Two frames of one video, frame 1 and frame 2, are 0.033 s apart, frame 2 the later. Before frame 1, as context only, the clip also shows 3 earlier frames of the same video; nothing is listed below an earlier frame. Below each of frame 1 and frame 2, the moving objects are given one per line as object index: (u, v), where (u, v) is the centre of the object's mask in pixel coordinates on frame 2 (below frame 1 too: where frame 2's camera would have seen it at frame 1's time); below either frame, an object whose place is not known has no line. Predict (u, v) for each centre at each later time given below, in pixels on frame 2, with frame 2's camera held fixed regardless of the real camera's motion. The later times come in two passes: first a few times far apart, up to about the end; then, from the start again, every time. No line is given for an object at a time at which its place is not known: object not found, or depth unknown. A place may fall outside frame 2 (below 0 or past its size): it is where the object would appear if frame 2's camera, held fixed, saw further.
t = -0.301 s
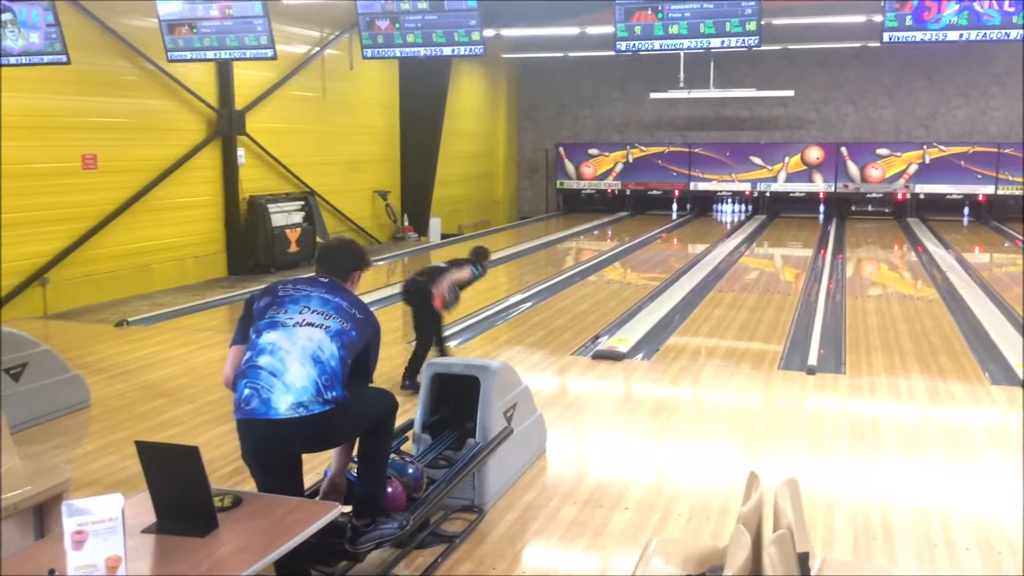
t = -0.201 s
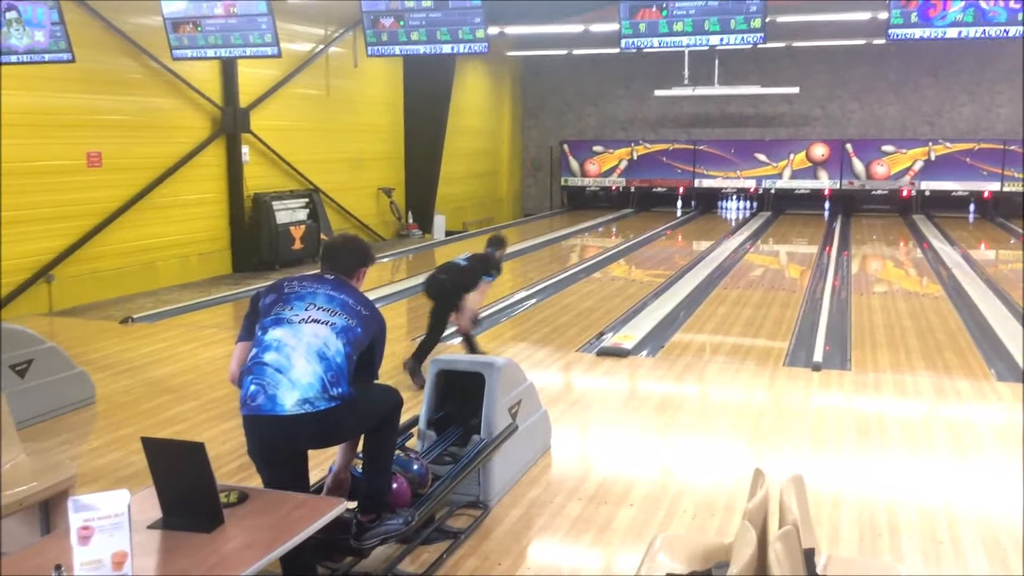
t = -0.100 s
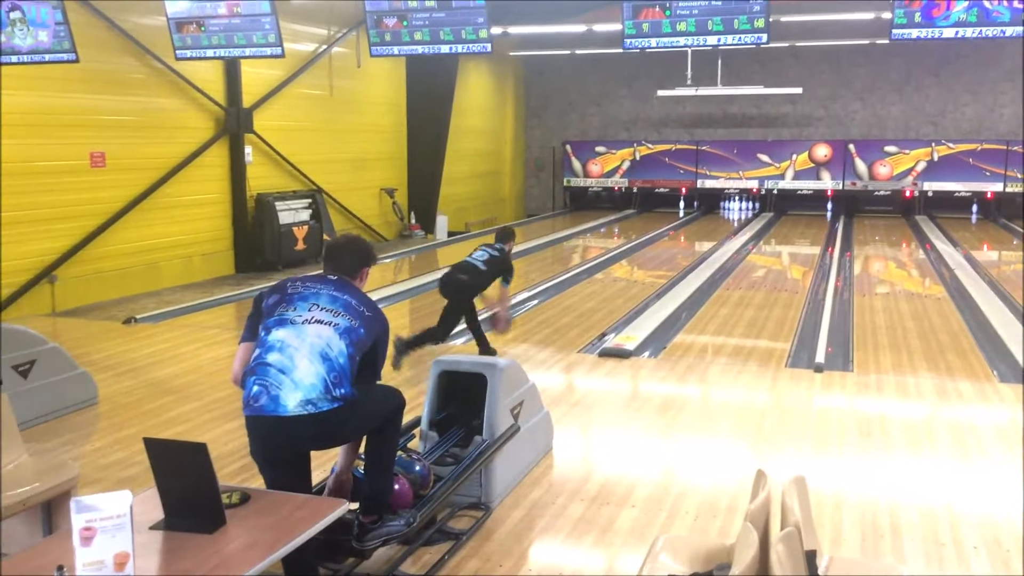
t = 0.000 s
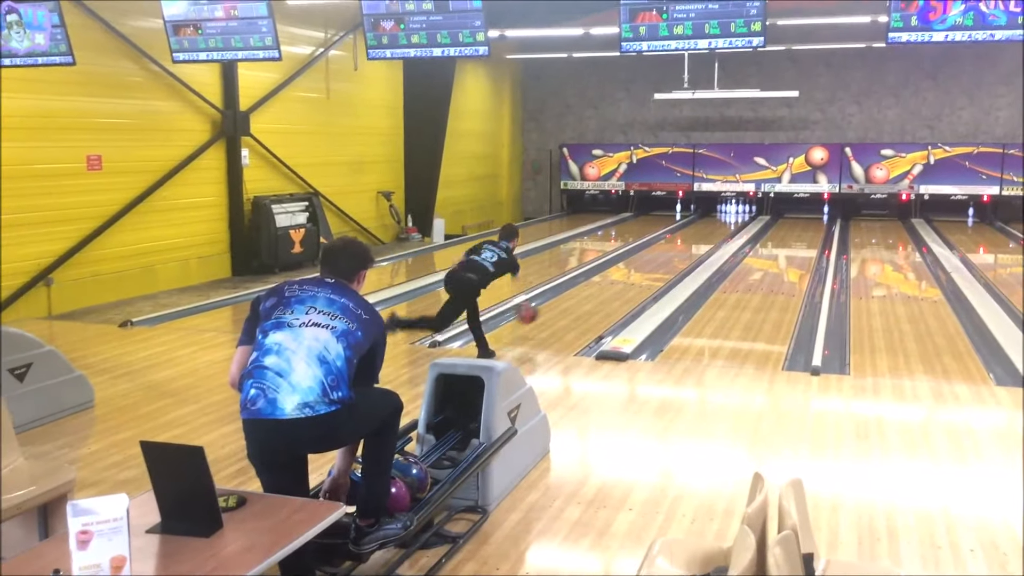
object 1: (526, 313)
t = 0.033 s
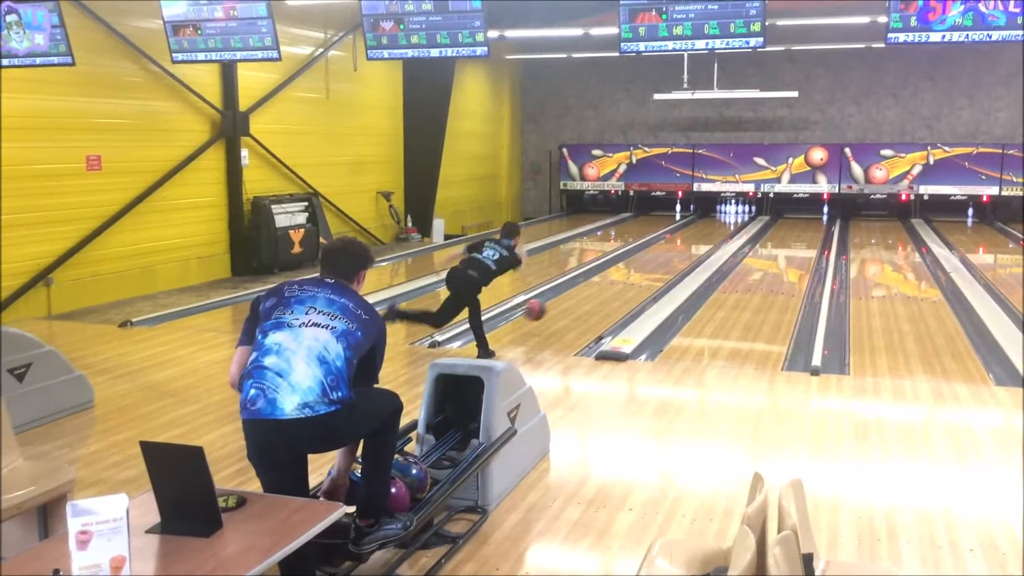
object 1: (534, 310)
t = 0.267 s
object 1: (584, 298)
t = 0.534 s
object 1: (626, 276)
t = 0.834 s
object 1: (659, 258)
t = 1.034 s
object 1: (677, 248)
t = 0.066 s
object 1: (541, 309)
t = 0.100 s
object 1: (550, 308)
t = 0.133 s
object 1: (558, 309)
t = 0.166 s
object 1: (564, 309)
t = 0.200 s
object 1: (571, 304)
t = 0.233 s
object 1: (578, 301)
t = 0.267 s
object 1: (584, 298)
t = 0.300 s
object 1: (590, 296)
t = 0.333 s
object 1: (595, 292)
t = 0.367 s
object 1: (601, 289)
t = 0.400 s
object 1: (606, 286)
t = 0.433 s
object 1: (611, 284)
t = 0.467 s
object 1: (616, 281)
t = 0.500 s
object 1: (621, 278)
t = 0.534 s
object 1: (626, 276)
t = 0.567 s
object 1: (630, 273)
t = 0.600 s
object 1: (634, 271)
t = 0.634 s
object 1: (638, 269)
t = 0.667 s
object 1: (642, 268)
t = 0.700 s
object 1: (646, 265)
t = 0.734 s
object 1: (649, 263)
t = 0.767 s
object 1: (653, 262)
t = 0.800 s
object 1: (656, 260)
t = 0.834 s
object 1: (659, 258)
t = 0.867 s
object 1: (663, 256)
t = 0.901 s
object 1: (665, 255)
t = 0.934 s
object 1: (669, 253)
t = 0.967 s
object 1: (672, 251)
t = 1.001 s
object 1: (674, 250)
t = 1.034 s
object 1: (677, 248)
